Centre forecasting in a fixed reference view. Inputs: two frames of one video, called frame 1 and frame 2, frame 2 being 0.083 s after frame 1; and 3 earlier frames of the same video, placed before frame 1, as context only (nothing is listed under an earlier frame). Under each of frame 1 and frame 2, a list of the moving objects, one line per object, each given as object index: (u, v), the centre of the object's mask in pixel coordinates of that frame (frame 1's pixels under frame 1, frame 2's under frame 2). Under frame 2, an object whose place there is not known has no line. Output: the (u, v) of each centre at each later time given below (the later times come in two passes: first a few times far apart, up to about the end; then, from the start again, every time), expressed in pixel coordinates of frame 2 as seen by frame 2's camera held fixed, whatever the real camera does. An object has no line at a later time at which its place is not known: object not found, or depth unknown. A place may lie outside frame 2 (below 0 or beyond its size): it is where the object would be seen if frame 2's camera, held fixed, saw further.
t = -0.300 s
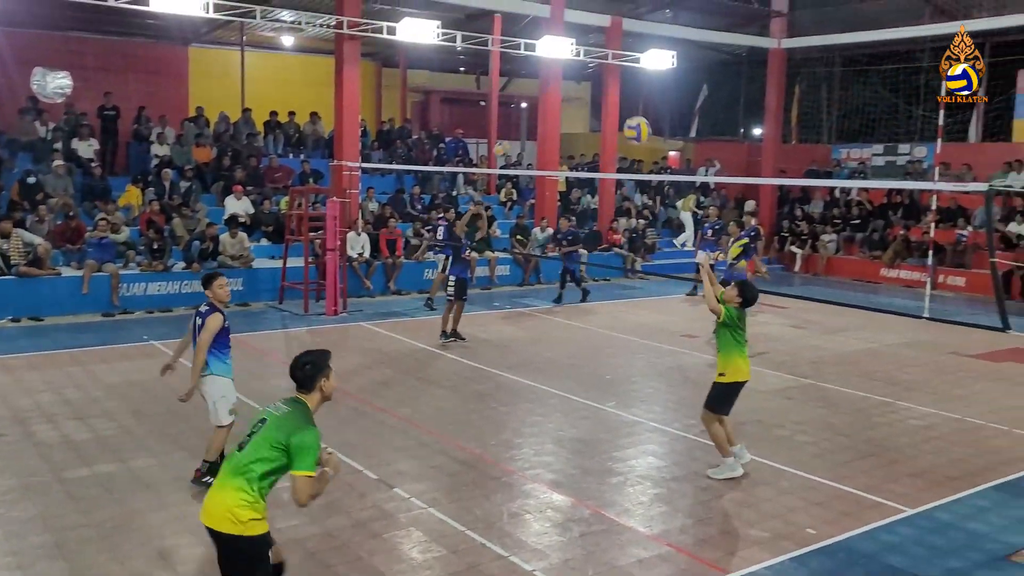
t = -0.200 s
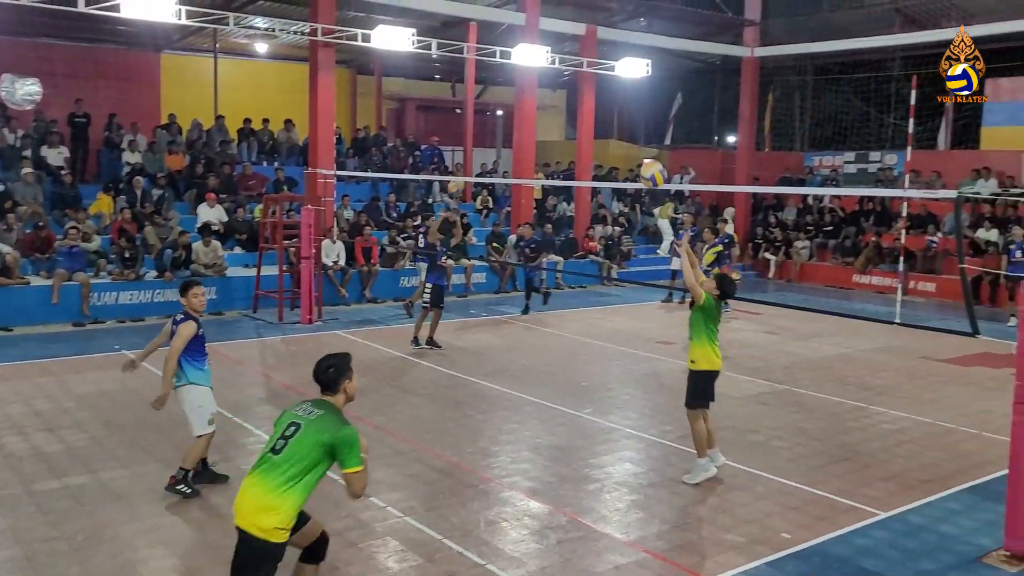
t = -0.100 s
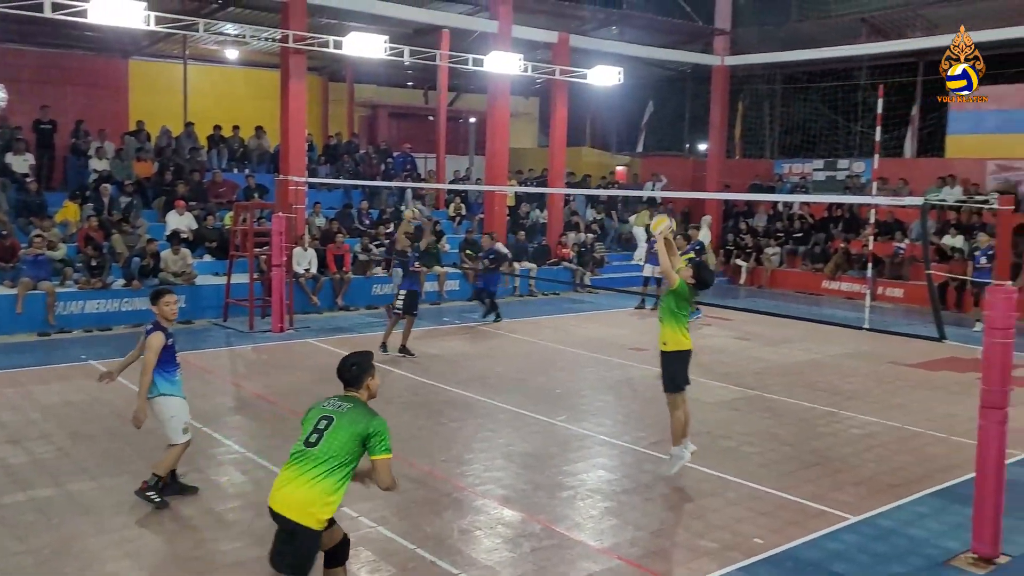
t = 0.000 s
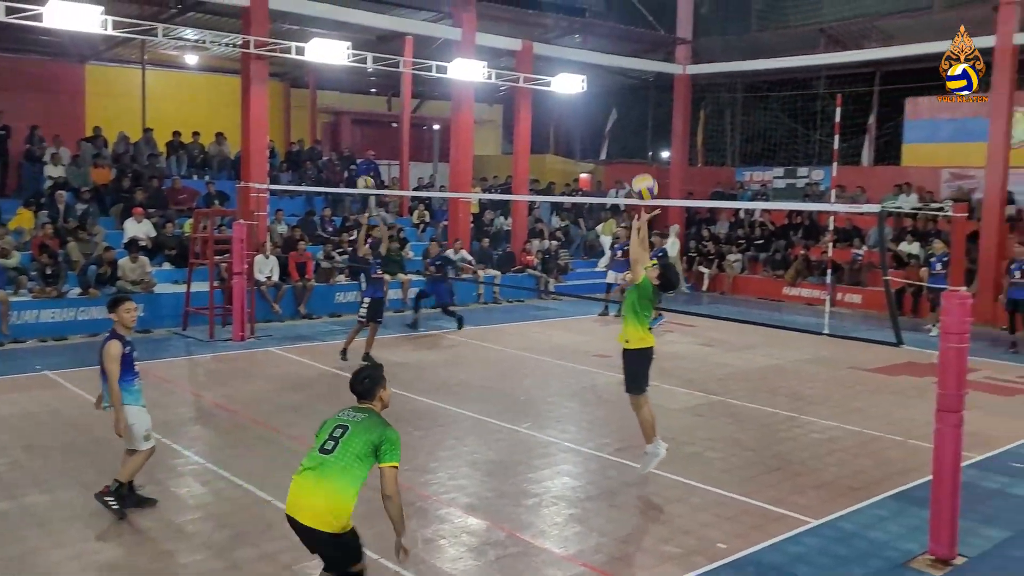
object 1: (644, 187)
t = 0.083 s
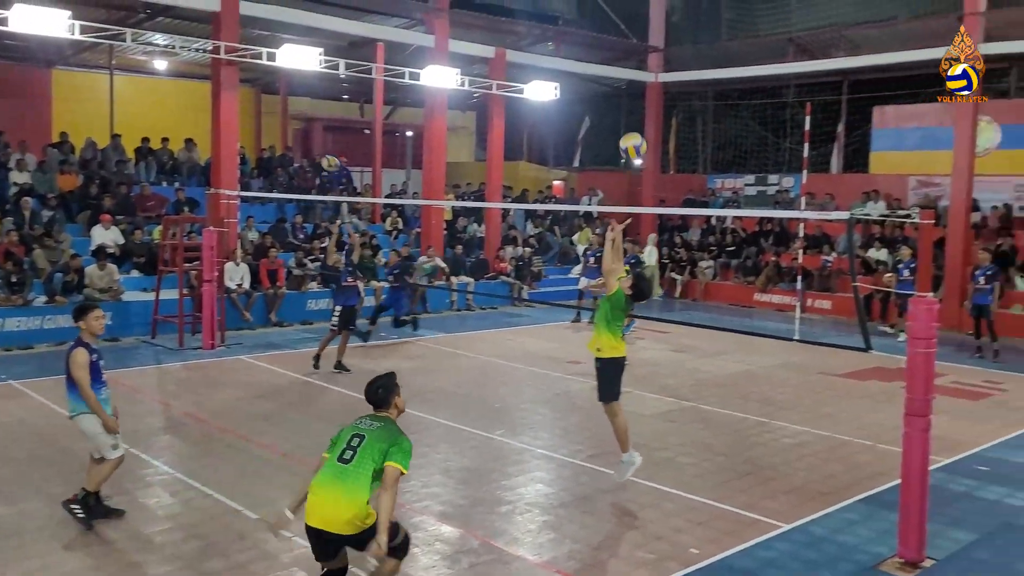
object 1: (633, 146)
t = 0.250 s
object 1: (663, 74)
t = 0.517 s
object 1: (707, 28)
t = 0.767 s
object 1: (746, 66)
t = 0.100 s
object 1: (635, 138)
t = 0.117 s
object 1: (639, 129)
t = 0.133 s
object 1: (642, 121)
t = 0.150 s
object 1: (645, 114)
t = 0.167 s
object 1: (648, 106)
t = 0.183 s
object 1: (651, 99)
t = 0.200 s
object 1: (654, 93)
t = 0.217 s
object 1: (657, 86)
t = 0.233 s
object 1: (660, 80)
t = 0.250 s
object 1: (663, 74)
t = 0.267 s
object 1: (665, 68)
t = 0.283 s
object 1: (668, 63)
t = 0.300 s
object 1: (671, 59)
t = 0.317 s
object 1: (674, 55)
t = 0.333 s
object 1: (676, 50)
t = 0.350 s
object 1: (680, 46)
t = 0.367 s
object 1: (683, 43)
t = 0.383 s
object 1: (685, 40)
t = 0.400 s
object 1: (688, 37)
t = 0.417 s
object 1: (691, 35)
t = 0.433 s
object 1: (694, 33)
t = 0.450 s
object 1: (697, 31)
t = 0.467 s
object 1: (699, 30)
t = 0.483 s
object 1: (702, 29)
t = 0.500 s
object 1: (705, 28)
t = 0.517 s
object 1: (707, 28)
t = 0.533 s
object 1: (710, 28)
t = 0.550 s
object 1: (712, 28)
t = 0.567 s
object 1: (715, 29)
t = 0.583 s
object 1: (718, 30)
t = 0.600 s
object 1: (720, 32)
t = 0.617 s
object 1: (722, 34)
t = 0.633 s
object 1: (725, 36)
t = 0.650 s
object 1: (728, 38)
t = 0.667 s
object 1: (731, 41)
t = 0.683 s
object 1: (734, 44)
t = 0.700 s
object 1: (736, 48)
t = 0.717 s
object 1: (739, 52)
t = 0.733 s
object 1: (741, 56)
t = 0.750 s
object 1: (743, 60)
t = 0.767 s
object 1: (746, 66)
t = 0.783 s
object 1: (748, 72)
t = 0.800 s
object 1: (751, 77)
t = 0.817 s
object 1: (753, 84)
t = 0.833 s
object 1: (755, 90)
